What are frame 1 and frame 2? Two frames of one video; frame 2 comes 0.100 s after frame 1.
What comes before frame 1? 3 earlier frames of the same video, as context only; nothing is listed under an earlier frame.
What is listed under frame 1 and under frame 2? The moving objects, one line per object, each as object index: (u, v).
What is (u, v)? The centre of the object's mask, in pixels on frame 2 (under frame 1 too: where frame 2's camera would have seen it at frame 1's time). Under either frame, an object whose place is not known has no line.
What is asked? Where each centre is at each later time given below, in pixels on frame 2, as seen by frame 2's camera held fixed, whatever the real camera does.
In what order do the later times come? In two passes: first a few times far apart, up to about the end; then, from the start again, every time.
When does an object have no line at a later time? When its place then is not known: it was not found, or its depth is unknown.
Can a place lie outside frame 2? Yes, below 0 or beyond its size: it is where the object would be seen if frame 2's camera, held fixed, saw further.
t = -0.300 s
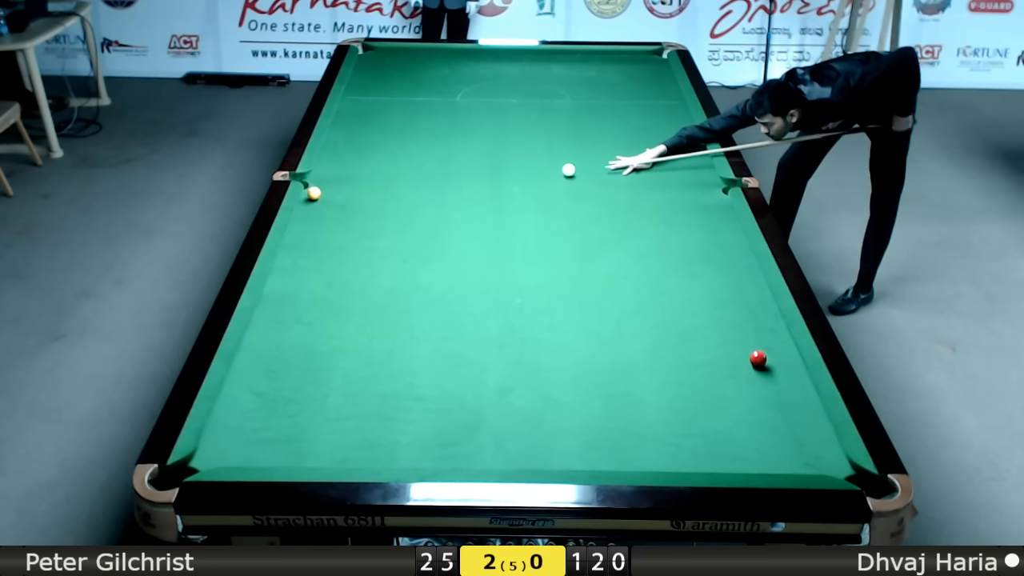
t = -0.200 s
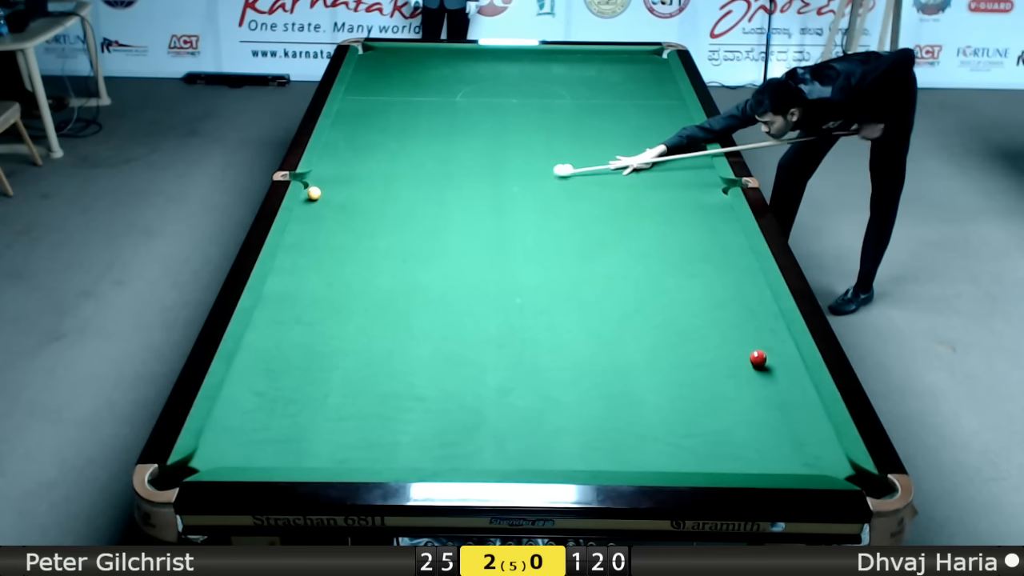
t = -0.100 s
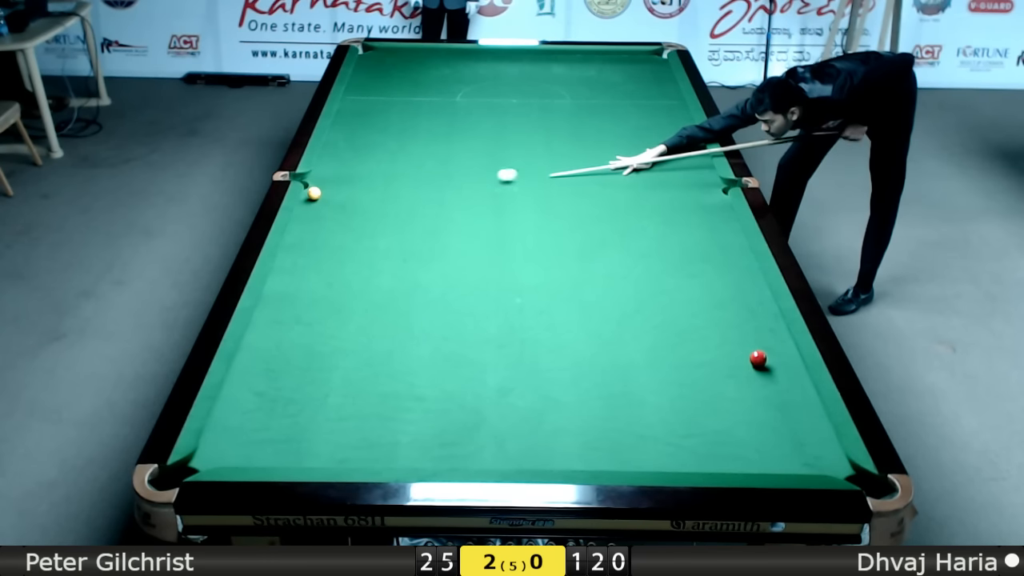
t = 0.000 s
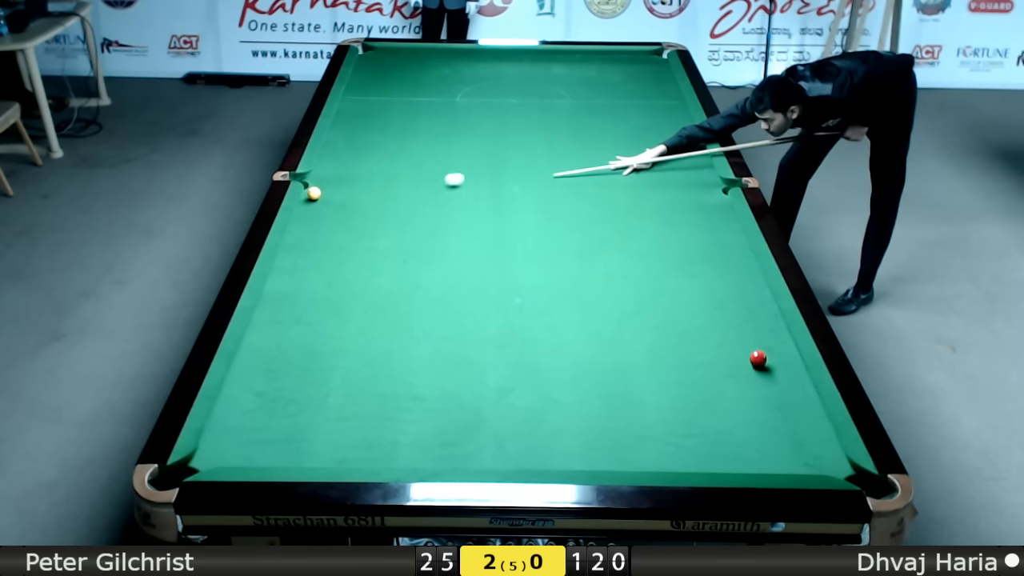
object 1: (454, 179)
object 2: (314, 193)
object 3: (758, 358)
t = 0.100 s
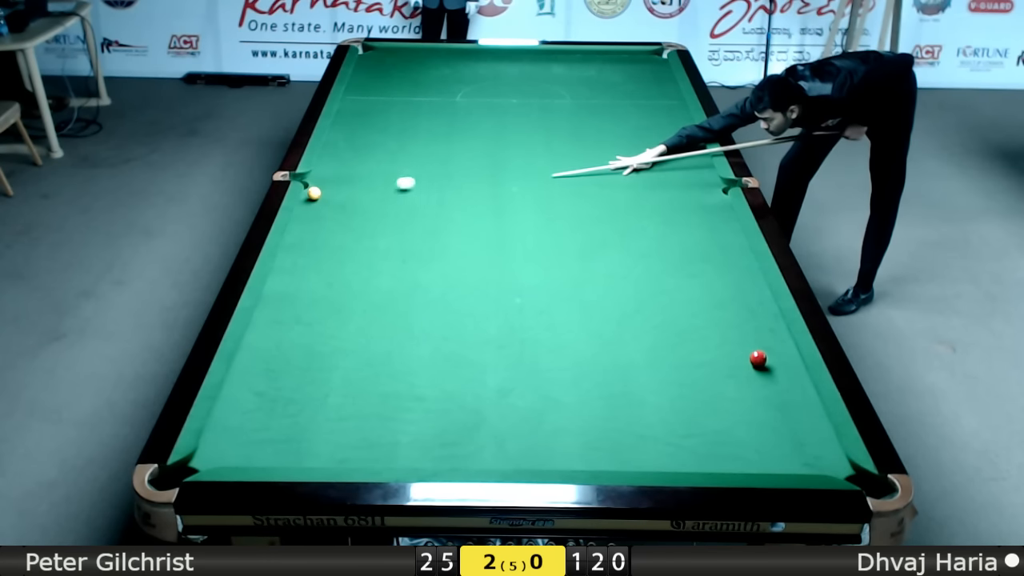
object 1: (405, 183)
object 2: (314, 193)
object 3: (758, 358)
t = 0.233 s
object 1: (346, 188)
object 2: (314, 193)
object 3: (758, 358)
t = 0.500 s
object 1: (304, 181)
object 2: (336, 206)
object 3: (758, 358)
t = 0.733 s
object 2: (368, 216)
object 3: (758, 358)
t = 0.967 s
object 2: (400, 226)
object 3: (758, 358)
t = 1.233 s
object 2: (437, 239)
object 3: (758, 358)
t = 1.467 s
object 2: (470, 249)
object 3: (758, 358)
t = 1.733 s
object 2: (507, 261)
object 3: (758, 358)
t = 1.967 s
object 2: (540, 271)
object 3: (758, 358)
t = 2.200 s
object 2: (573, 282)
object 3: (758, 358)
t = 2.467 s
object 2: (611, 293)
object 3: (758, 358)
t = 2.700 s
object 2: (644, 304)
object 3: (758, 358)
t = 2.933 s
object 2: (676, 314)
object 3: (758, 358)
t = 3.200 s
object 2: (713, 326)
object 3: (758, 358)
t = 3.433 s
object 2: (745, 335)
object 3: (758, 358)
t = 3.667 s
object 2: (776, 345)
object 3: (758, 358)
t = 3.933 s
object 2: (778, 353)
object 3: (758, 358)
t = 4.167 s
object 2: (772, 357)
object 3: (752, 360)
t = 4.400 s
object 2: (770, 359)
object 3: (744, 362)
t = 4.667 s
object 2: (769, 361)
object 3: (735, 364)
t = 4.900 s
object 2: (768, 361)
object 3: (730, 366)
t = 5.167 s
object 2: (768, 362)
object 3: (724, 367)
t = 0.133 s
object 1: (390, 184)
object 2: (314, 193)
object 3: (758, 358)
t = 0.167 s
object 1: (375, 186)
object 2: (314, 193)
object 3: (758, 358)
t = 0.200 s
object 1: (360, 187)
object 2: (314, 193)
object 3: (758, 358)
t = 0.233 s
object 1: (346, 188)
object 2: (314, 193)
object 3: (758, 358)
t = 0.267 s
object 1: (332, 189)
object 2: (314, 193)
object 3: (758, 358)
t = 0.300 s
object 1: (323, 189)
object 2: (310, 194)
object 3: (758, 358)
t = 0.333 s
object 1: (320, 187)
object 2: (311, 197)
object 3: (758, 358)
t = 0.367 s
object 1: (316, 185)
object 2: (316, 199)
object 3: (758, 358)
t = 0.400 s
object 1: (313, 184)
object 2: (322, 201)
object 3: (758, 358)
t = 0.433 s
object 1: (310, 183)
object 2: (327, 203)
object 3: (758, 358)
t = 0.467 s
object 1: (307, 181)
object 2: (331, 204)
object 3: (758, 358)
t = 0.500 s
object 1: (304, 181)
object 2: (336, 206)
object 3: (758, 358)
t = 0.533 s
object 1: (303, 183)
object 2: (340, 207)
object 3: (758, 358)
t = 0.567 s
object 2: (345, 209)
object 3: (758, 358)
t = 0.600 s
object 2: (349, 210)
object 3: (758, 358)
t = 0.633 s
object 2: (354, 212)
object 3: (758, 358)
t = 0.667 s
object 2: (358, 213)
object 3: (758, 358)
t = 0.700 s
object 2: (363, 214)
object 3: (758, 358)
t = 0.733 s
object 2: (368, 216)
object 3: (758, 358)
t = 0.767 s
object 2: (372, 218)
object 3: (758, 358)
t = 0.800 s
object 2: (377, 219)
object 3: (758, 358)
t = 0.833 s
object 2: (381, 221)
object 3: (758, 358)
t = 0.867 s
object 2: (386, 222)
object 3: (758, 358)
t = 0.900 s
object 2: (390, 224)
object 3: (758, 358)
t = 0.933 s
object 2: (395, 225)
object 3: (758, 358)
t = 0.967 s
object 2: (400, 226)
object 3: (758, 358)
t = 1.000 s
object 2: (404, 228)
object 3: (758, 358)
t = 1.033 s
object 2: (409, 229)
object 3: (758, 358)
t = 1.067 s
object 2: (414, 231)
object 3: (758, 358)
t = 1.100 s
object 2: (418, 232)
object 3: (758, 358)
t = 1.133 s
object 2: (423, 234)
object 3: (758, 358)
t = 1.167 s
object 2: (428, 235)
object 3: (758, 358)
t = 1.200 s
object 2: (432, 237)
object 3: (758, 358)
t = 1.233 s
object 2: (437, 239)
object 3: (758, 358)
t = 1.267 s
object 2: (442, 240)
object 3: (758, 358)
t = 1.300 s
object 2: (446, 241)
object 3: (758, 358)
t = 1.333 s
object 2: (451, 243)
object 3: (758, 358)
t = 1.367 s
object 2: (456, 244)
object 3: (758, 358)
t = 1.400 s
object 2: (460, 246)
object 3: (758, 358)
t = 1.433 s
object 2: (465, 247)
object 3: (758, 358)
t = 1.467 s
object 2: (470, 249)
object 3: (758, 358)
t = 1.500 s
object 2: (474, 250)
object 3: (758, 358)
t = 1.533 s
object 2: (479, 252)
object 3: (758, 358)
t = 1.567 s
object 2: (484, 253)
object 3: (758, 358)
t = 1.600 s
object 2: (488, 255)
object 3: (758, 358)
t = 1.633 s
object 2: (493, 256)
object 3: (758, 358)
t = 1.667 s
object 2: (498, 258)
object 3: (758, 358)
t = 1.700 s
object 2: (503, 259)
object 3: (758, 358)
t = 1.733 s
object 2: (507, 261)
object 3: (758, 358)
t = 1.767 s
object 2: (512, 262)
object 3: (758, 358)
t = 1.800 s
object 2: (517, 264)
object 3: (758, 358)
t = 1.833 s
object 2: (521, 265)
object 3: (758, 358)
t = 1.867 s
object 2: (526, 267)
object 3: (758, 358)
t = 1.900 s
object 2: (531, 268)
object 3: (758, 358)
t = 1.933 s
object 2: (535, 269)
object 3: (758, 358)
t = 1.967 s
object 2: (540, 271)
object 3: (758, 358)
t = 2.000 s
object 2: (545, 273)
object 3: (758, 358)
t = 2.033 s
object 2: (550, 274)
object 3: (758, 358)
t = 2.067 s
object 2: (554, 276)
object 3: (758, 358)
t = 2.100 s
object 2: (559, 277)
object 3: (758, 358)
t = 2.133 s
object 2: (564, 279)
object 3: (758, 358)
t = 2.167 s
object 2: (568, 280)
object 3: (758, 358)
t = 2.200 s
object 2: (573, 282)
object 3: (758, 358)
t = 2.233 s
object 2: (578, 283)
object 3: (758, 358)
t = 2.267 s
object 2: (583, 284)
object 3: (758, 358)
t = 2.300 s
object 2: (587, 286)
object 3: (758, 358)
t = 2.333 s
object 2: (592, 287)
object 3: (758, 358)
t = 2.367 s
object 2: (597, 289)
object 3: (758, 358)
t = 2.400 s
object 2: (601, 291)
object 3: (758, 358)
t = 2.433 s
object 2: (606, 292)
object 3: (758, 358)
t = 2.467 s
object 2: (611, 293)
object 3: (758, 358)
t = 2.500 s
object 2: (616, 295)
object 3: (758, 358)
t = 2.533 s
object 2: (620, 297)
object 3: (758, 358)
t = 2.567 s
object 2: (625, 298)
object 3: (758, 358)
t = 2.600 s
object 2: (630, 299)
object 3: (758, 358)
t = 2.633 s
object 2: (634, 301)
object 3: (758, 358)
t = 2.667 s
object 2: (639, 302)
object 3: (758, 358)
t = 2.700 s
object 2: (644, 304)
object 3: (758, 358)
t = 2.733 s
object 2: (648, 305)
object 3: (758, 358)
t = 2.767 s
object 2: (653, 307)
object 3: (758, 358)
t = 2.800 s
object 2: (658, 308)
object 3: (758, 358)
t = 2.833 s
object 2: (662, 309)
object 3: (758, 358)
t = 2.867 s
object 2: (667, 311)
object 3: (758, 358)
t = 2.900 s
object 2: (672, 312)
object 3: (758, 358)
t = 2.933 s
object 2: (676, 314)
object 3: (758, 358)
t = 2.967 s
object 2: (681, 315)
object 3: (758, 358)
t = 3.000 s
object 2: (686, 317)
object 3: (758, 358)
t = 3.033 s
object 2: (690, 318)
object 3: (758, 358)
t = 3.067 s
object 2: (695, 320)
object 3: (758, 358)
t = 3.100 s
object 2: (700, 321)
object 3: (758, 358)
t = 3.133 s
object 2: (704, 323)
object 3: (758, 358)
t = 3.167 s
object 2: (709, 324)
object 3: (758, 358)
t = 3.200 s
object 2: (713, 326)
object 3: (758, 358)
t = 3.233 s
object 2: (718, 327)
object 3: (758, 358)
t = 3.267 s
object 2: (723, 328)
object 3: (758, 358)
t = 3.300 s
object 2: (727, 330)
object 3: (758, 358)
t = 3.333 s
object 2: (731, 331)
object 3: (758, 358)
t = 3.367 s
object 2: (736, 333)
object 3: (758, 358)
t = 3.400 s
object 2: (741, 334)
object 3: (758, 358)
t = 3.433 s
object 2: (745, 335)
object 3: (758, 358)
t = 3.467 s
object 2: (750, 337)
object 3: (758, 358)
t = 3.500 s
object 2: (754, 338)
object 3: (758, 358)
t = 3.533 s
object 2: (759, 339)
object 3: (758, 358)
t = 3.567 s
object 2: (763, 340)
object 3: (758, 358)
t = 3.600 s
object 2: (767, 342)
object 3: (758, 358)
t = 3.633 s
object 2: (772, 343)
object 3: (758, 358)
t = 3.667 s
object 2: (776, 345)
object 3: (758, 358)
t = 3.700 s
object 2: (781, 346)
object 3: (758, 358)
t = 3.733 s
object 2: (785, 347)
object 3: (758, 358)
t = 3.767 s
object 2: (788, 349)
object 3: (758, 358)
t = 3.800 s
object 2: (785, 350)
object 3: (758, 358)
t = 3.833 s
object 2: (784, 350)
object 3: (758, 358)
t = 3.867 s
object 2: (782, 351)
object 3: (758, 358)
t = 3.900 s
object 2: (780, 352)
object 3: (758, 358)
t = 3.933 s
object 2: (778, 353)
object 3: (758, 358)
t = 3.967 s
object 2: (776, 354)
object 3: (758, 358)
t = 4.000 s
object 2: (774, 355)
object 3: (758, 358)
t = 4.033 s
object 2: (773, 355)
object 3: (758, 358)
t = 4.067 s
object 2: (773, 356)
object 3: (756, 359)
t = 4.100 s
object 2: (772, 356)
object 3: (755, 359)
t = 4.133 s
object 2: (772, 357)
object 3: (754, 359)
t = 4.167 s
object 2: (772, 357)
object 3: (752, 360)
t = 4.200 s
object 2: (772, 358)
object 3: (751, 360)
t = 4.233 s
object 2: (772, 358)
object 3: (750, 360)
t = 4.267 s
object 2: (771, 358)
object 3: (749, 361)
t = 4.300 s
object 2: (771, 359)
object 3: (747, 361)
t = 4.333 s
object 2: (771, 359)
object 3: (746, 361)
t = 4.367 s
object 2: (771, 359)
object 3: (745, 361)
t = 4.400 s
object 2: (770, 359)
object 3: (744, 362)
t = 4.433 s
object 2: (770, 360)
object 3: (743, 362)
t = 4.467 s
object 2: (770, 360)
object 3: (742, 362)
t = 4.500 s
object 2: (770, 360)
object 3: (740, 363)
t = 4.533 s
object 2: (770, 360)
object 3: (739, 363)
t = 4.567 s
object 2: (769, 360)
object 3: (739, 363)
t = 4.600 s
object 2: (769, 361)
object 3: (738, 363)
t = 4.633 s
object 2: (769, 361)
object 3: (736, 364)
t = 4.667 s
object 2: (769, 361)
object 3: (735, 364)
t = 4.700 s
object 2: (769, 361)
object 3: (735, 364)
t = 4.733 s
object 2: (768, 361)
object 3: (734, 365)
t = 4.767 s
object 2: (768, 361)
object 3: (733, 365)
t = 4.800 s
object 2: (768, 361)
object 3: (732, 365)
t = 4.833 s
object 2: (768, 361)
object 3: (731, 365)
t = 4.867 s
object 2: (768, 361)
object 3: (730, 366)
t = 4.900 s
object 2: (768, 361)
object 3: (730, 366)
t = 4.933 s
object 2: (768, 361)
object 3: (729, 366)
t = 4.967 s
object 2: (768, 361)
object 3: (728, 366)
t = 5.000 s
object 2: (768, 361)
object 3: (727, 366)
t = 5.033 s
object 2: (768, 361)
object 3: (727, 367)
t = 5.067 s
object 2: (768, 361)
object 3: (726, 367)
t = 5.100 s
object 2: (768, 362)
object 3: (726, 367)
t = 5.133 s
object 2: (768, 362)
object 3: (725, 367)
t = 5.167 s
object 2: (768, 362)
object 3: (724, 367)
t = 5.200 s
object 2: (768, 362)
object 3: (724, 368)
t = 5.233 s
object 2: (768, 362)
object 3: (723, 368)
